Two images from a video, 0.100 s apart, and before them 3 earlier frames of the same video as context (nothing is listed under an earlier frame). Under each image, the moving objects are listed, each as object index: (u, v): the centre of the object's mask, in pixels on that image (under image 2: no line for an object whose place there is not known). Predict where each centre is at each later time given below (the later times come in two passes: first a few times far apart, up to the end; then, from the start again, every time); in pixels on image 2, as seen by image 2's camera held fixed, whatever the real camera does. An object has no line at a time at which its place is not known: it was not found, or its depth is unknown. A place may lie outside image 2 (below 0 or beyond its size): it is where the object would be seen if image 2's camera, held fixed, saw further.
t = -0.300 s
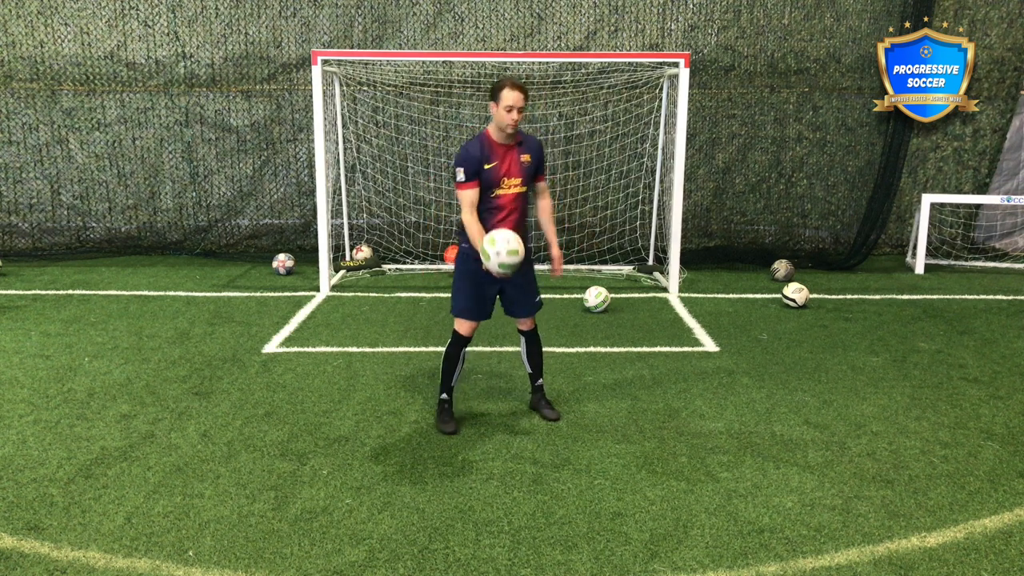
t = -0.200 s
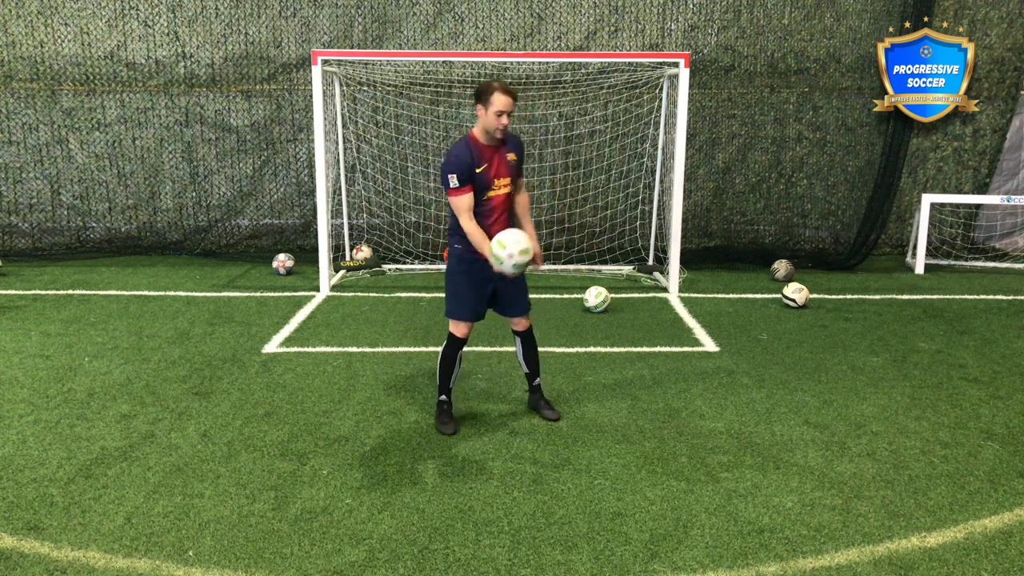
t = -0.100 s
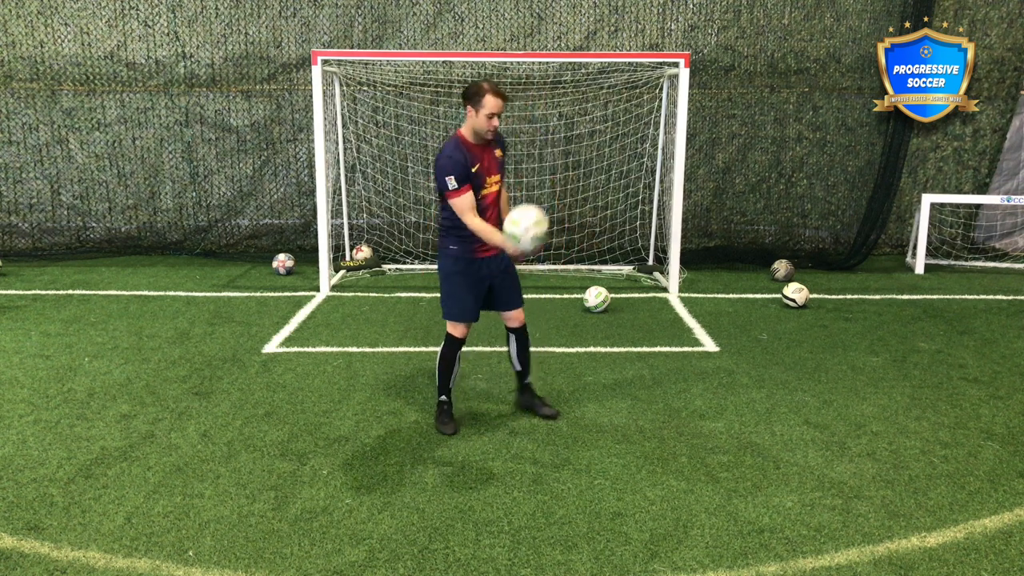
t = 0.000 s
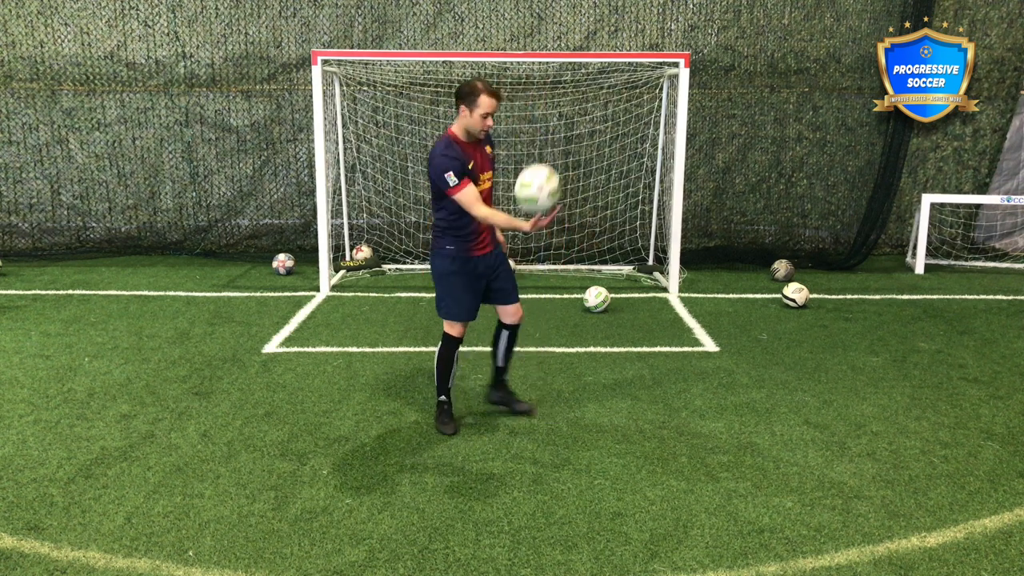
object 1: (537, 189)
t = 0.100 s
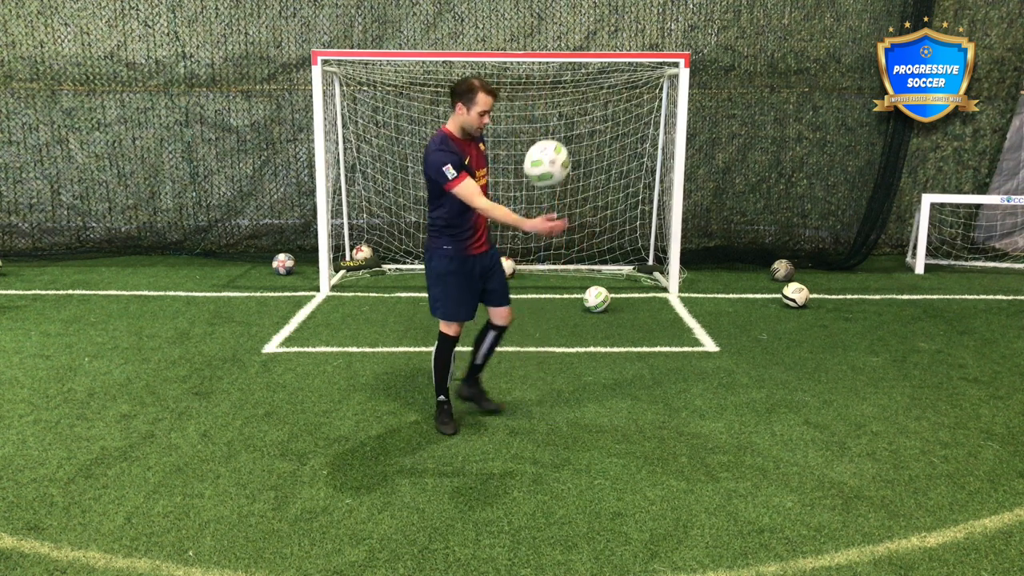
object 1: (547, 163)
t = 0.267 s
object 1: (562, 167)
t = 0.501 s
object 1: (581, 267)
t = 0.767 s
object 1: (595, 391)
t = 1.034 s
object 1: (597, 307)
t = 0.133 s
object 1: (550, 159)
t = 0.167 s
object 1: (553, 158)
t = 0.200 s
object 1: (556, 159)
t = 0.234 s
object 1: (559, 162)
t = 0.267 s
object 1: (562, 167)
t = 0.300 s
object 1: (565, 173)
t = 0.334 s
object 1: (568, 183)
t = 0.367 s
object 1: (571, 196)
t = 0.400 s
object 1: (573, 210)
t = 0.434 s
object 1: (576, 228)
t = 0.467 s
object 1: (579, 245)
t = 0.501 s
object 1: (581, 267)
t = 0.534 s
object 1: (583, 292)
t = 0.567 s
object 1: (585, 317)
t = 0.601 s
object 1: (588, 342)
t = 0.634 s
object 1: (590, 372)
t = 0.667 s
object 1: (593, 402)
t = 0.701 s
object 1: (595, 428)
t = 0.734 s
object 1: (595, 410)
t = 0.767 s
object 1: (595, 391)
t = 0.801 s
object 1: (596, 373)
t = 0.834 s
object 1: (596, 357)
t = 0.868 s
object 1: (596, 343)
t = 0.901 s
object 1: (597, 331)
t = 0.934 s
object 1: (597, 322)
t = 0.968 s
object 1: (597, 316)
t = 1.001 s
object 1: (597, 310)
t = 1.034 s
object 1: (597, 307)
